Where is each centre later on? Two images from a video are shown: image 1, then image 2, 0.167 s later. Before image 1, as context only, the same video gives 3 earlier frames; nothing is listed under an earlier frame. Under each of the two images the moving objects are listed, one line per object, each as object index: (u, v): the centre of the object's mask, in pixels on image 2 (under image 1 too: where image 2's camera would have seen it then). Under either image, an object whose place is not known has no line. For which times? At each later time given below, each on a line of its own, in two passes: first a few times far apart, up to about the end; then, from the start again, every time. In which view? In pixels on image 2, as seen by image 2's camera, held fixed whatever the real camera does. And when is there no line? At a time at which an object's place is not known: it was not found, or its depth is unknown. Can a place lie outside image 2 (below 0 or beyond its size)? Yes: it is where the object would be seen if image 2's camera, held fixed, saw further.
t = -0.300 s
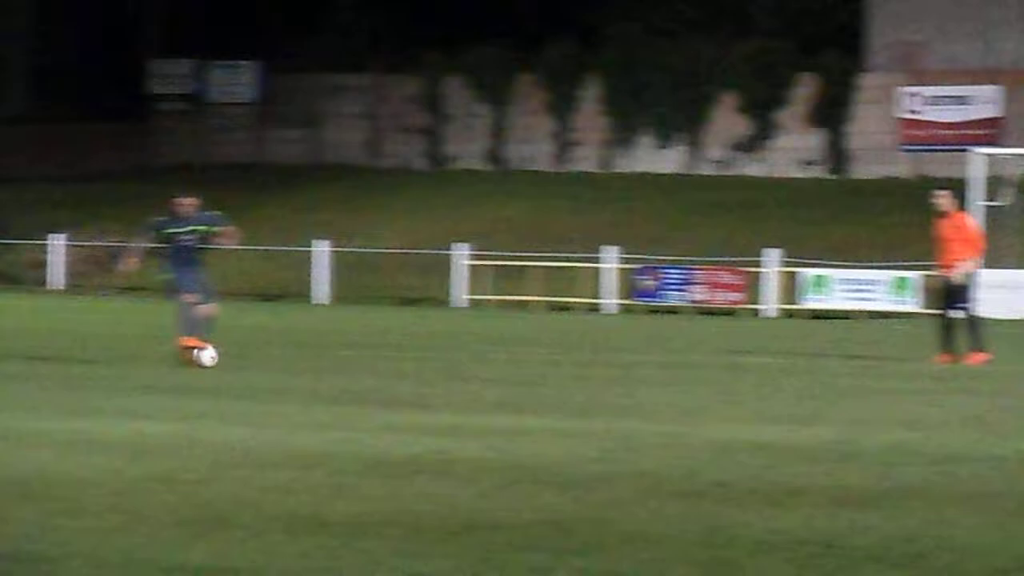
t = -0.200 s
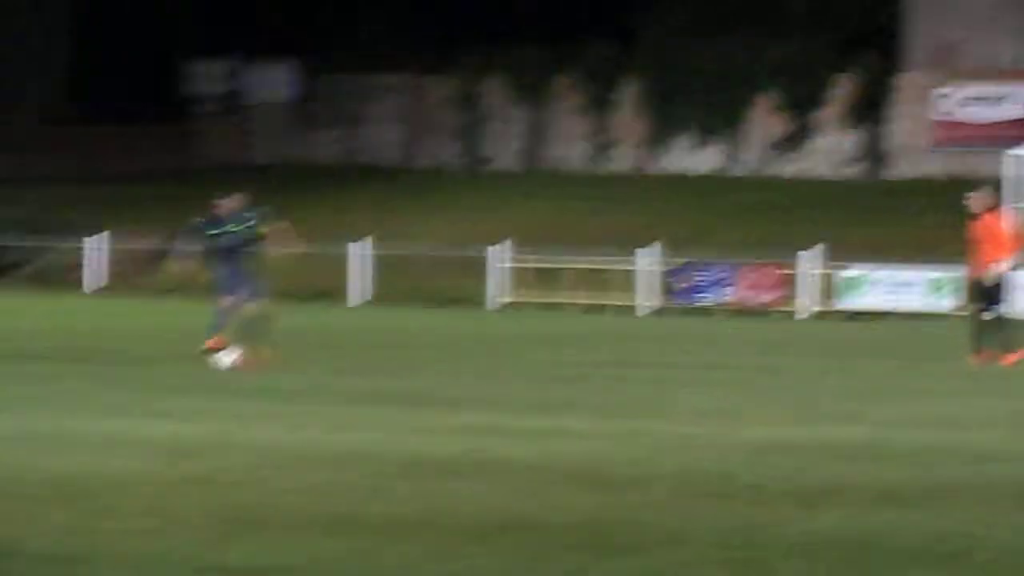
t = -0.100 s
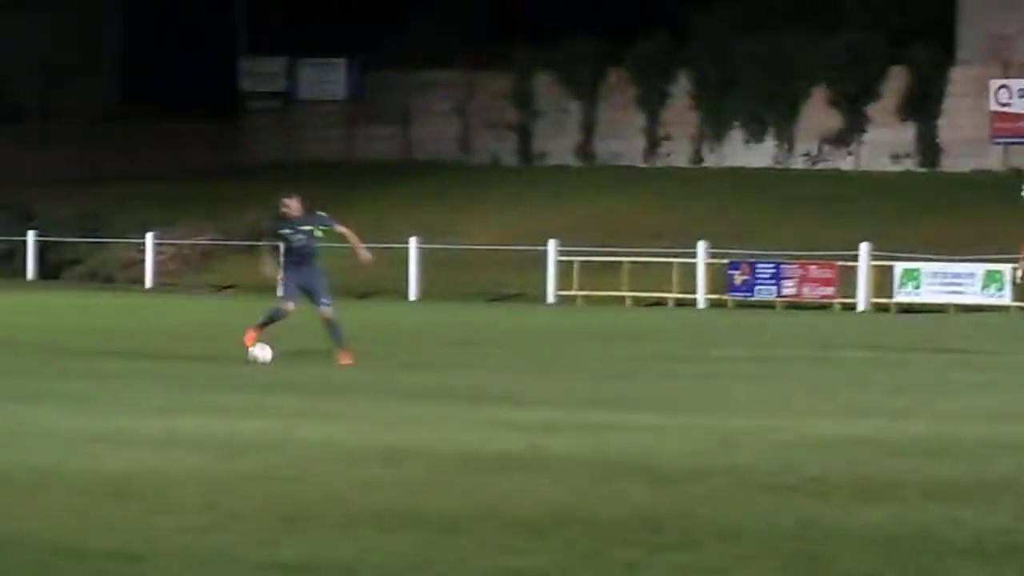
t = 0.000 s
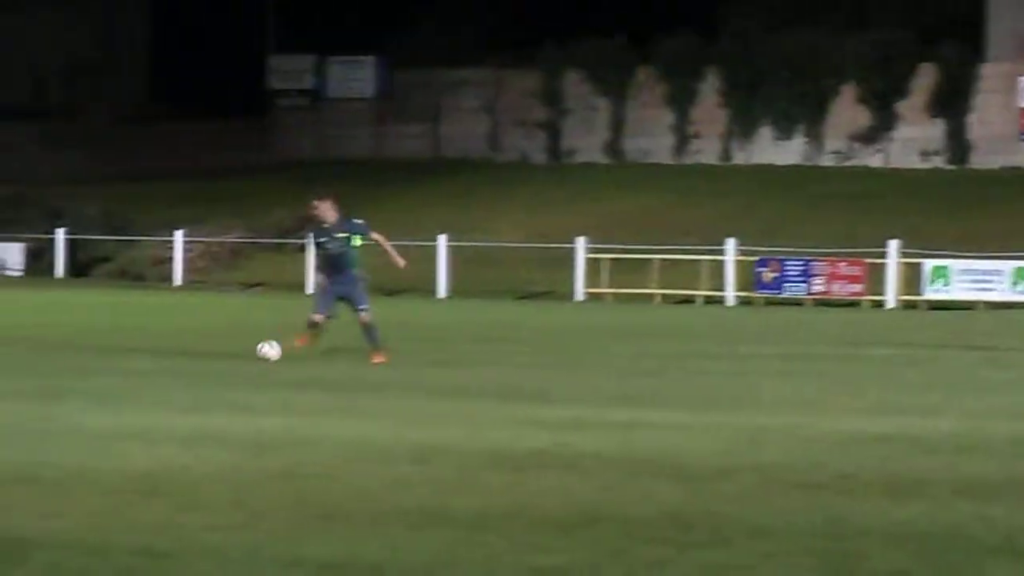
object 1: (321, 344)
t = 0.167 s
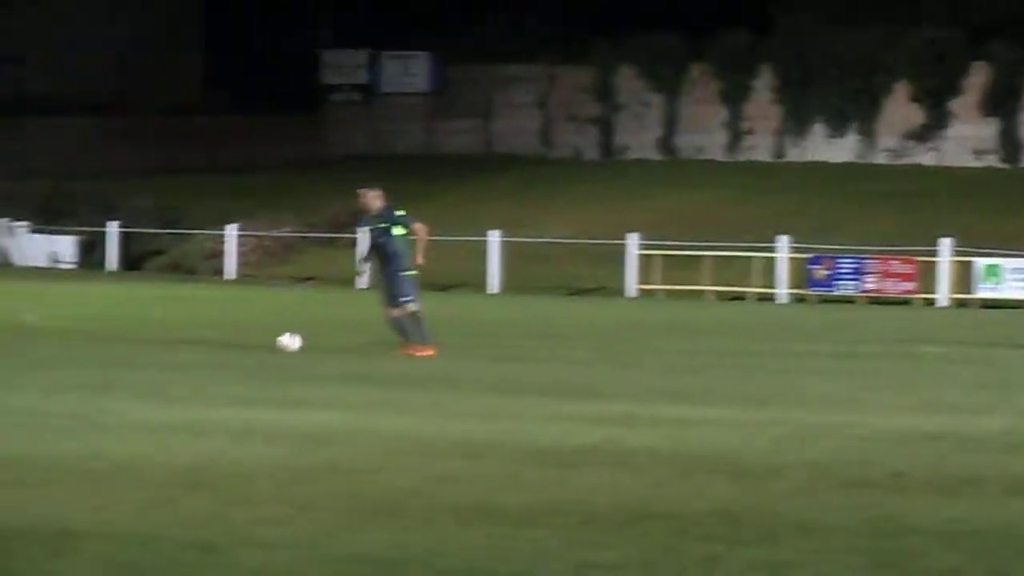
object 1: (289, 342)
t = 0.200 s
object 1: (281, 342)
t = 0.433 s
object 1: (242, 339)
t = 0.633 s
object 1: (207, 339)
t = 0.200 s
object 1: (281, 342)
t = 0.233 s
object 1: (276, 342)
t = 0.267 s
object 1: (270, 342)
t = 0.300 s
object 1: (264, 342)
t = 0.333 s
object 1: (258, 341)
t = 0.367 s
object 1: (252, 340)
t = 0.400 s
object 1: (247, 339)
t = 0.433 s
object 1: (242, 339)
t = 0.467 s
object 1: (235, 340)
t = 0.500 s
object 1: (229, 340)
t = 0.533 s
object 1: (223, 339)
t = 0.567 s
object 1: (219, 339)
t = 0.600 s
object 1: (213, 338)
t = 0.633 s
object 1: (207, 339)
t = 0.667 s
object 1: (202, 338)
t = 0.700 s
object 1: (197, 337)
